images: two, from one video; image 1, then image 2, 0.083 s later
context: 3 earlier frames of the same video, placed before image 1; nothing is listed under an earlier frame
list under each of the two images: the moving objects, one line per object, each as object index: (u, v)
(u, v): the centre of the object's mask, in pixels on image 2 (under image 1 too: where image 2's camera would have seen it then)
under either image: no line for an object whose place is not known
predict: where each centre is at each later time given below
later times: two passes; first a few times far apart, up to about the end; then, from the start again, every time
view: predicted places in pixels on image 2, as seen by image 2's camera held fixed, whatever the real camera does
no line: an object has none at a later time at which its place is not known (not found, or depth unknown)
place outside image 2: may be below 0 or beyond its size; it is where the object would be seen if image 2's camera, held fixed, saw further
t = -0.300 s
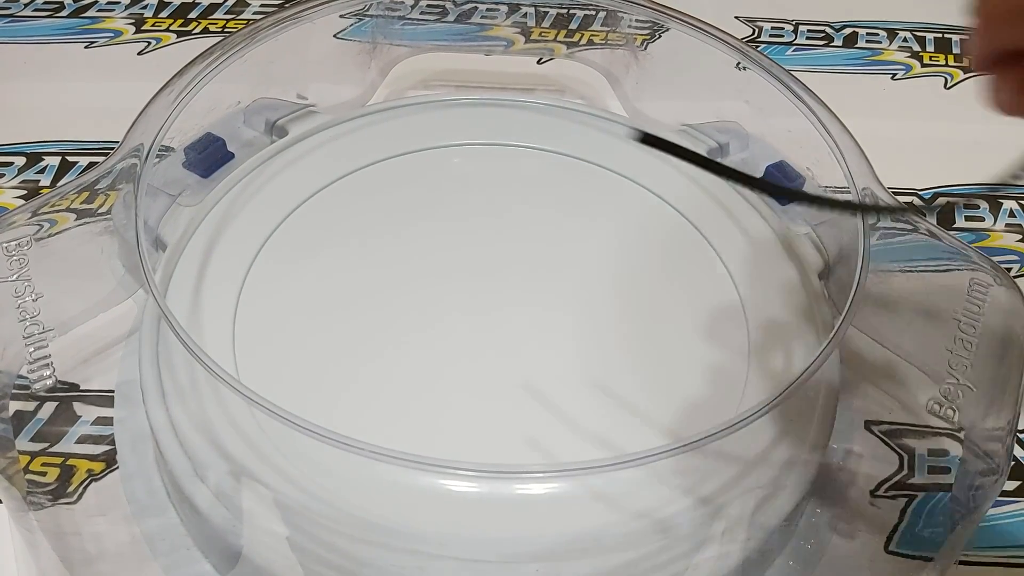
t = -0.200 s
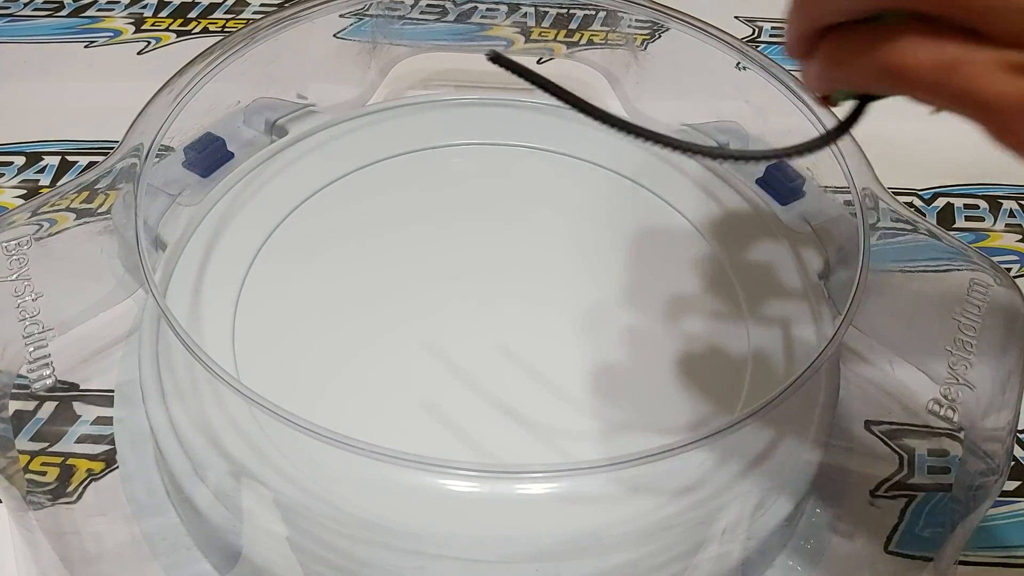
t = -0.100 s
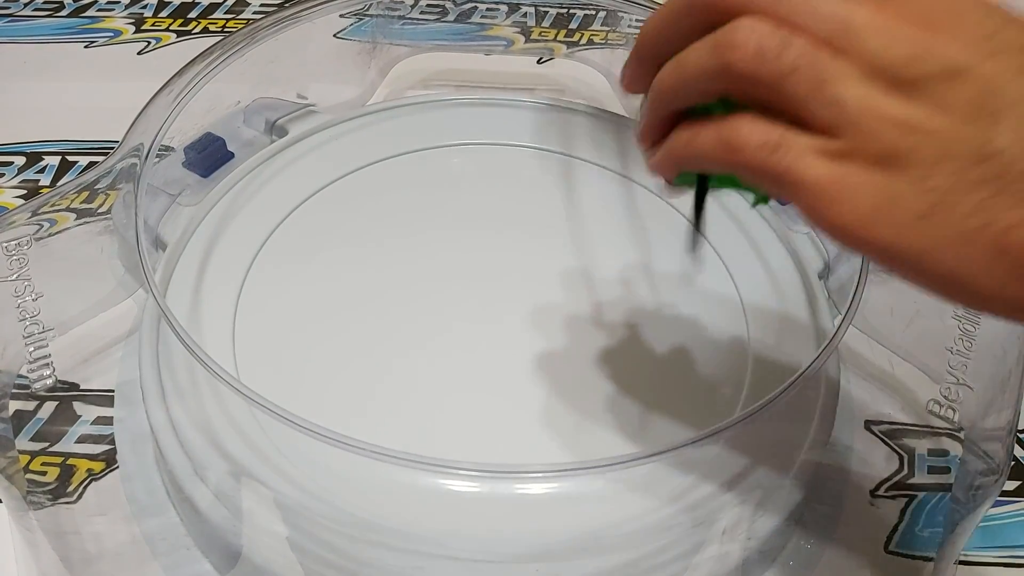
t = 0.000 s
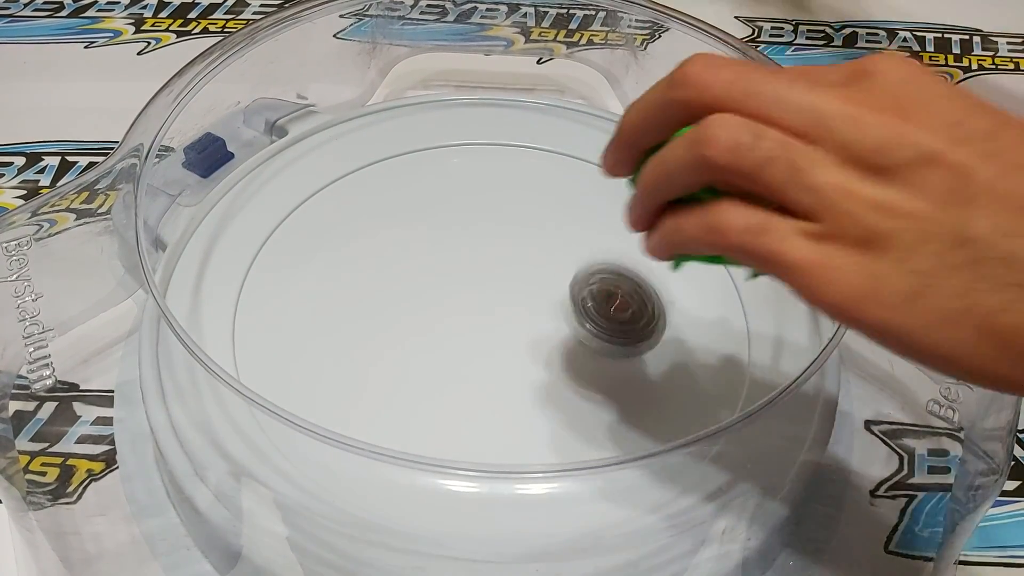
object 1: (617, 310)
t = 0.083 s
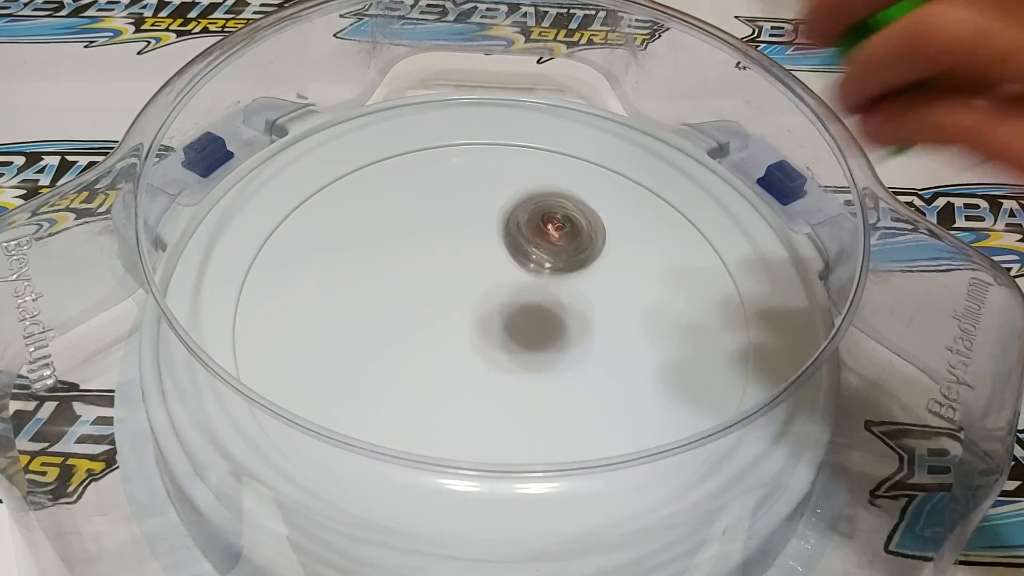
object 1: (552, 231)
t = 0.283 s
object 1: (395, 207)
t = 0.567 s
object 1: (444, 275)
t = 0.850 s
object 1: (660, 275)
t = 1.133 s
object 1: (568, 223)
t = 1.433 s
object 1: (398, 260)
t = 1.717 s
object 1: (555, 416)
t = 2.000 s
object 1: (680, 286)
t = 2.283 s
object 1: (437, 149)
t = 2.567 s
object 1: (249, 329)
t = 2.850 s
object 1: (683, 436)
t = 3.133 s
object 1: (523, 124)
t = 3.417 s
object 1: (370, 472)
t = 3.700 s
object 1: (578, 87)
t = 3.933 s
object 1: (482, 75)
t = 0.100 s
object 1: (537, 213)
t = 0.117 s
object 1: (520, 199)
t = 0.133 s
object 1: (504, 182)
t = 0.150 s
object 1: (489, 178)
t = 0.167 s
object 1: (473, 178)
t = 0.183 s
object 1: (457, 183)
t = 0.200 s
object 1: (441, 193)
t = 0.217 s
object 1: (426, 211)
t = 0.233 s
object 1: (413, 222)
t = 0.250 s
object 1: (404, 221)
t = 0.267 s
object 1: (399, 213)
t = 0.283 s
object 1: (395, 207)
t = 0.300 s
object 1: (389, 206)
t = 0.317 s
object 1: (385, 209)
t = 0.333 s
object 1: (381, 213)
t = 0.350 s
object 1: (380, 212)
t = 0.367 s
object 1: (379, 213)
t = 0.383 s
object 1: (378, 215)
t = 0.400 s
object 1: (378, 219)
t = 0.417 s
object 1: (380, 222)
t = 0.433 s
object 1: (382, 228)
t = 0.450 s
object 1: (384, 231)
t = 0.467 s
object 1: (389, 237)
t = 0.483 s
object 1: (395, 244)
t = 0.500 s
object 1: (403, 251)
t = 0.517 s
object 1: (411, 257)
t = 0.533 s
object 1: (420, 263)
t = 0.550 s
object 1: (431, 269)
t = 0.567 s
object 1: (444, 275)
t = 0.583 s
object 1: (458, 281)
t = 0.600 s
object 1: (471, 285)
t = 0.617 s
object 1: (485, 288)
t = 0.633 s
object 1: (500, 291)
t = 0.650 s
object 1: (517, 293)
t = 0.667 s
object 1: (531, 294)
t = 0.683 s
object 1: (547, 295)
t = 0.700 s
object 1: (561, 294)
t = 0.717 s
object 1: (577, 294)
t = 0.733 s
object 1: (591, 291)
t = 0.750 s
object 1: (603, 289)
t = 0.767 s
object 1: (616, 289)
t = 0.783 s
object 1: (628, 285)
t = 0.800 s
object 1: (637, 284)
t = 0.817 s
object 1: (646, 279)
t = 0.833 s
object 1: (654, 275)
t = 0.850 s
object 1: (660, 275)
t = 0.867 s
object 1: (664, 269)
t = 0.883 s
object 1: (667, 264)
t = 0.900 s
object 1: (669, 263)
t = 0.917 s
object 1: (670, 260)
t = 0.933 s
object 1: (669, 255)
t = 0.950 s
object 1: (666, 253)
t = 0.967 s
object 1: (663, 253)
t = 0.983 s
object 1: (658, 248)
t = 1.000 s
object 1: (652, 246)
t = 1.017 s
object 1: (645, 243)
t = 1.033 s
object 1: (636, 239)
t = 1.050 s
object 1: (627, 239)
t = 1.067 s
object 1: (617, 235)
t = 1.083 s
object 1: (604, 241)
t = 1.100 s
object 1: (593, 230)
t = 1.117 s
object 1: (581, 226)
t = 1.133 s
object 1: (568, 223)
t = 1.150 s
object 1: (555, 220)
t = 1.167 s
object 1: (542, 216)
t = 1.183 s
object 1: (529, 213)
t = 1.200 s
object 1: (517, 209)
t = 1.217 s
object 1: (504, 207)
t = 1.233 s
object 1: (491, 206)
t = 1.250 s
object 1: (480, 205)
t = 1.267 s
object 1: (469, 205)
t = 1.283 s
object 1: (458, 206)
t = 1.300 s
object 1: (449, 208)
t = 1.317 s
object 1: (440, 212)
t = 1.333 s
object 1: (430, 215)
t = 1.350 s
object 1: (422, 221)
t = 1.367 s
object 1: (416, 228)
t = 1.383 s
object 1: (410, 234)
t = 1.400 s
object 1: (405, 243)
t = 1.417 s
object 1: (401, 251)
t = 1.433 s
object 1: (398, 260)
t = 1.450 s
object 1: (396, 270)
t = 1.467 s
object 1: (397, 281)
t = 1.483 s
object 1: (397, 290)
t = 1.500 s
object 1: (400, 301)
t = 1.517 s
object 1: (404, 311)
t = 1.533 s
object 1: (410, 323)
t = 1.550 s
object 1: (418, 337)
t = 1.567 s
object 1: (426, 345)
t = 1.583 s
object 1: (436, 357)
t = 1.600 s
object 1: (448, 367)
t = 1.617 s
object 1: (461, 377)
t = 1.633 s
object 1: (477, 387)
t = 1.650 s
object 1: (490, 395)
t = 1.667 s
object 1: (506, 400)
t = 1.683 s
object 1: (522, 413)
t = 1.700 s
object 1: (537, 417)
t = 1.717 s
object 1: (555, 416)
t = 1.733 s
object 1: (571, 415)
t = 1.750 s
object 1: (587, 417)
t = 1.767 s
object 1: (602, 412)
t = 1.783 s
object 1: (616, 408)
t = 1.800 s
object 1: (632, 406)
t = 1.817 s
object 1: (641, 404)
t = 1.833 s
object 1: (655, 395)
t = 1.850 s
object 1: (665, 389)
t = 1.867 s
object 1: (674, 380)
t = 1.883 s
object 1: (680, 369)
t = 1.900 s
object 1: (685, 361)
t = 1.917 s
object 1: (688, 346)
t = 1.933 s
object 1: (690, 335)
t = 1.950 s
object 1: (690, 323)
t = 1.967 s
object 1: (688, 311)
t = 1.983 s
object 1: (685, 299)
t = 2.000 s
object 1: (680, 286)
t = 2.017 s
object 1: (674, 273)
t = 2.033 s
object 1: (667, 261)
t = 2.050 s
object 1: (659, 248)
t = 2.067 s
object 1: (648, 237)
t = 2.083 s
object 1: (638, 222)
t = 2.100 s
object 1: (625, 214)
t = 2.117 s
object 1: (612, 201)
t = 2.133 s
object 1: (597, 192)
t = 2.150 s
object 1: (582, 182)
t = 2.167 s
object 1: (565, 175)
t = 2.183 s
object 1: (547, 168)
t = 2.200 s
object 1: (529, 162)
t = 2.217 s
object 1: (511, 156)
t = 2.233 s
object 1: (493, 153)
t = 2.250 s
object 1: (474, 151)
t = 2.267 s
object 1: (456, 149)
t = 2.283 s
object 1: (437, 149)
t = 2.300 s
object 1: (419, 150)
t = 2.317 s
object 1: (401, 152)
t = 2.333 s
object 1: (382, 156)
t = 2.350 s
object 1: (366, 159)
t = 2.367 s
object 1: (348, 165)
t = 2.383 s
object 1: (332, 174)
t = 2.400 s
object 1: (315, 182)
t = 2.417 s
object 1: (301, 192)
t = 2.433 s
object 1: (286, 202)
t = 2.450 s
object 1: (275, 215)
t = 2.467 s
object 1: (262, 227)
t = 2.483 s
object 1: (253, 243)
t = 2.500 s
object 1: (245, 259)
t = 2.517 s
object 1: (241, 276)
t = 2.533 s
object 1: (237, 296)
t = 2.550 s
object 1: (242, 314)
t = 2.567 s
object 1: (249, 329)
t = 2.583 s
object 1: (262, 349)
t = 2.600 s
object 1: (263, 375)
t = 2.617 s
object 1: (276, 398)
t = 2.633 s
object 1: (292, 418)
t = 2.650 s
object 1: (311, 435)
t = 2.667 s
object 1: (336, 459)
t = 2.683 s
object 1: (358, 468)
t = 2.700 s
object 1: (393, 482)
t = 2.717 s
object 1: (422, 493)
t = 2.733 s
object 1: (459, 499)
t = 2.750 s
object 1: (496, 500)
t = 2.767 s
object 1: (531, 499)
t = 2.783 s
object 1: (566, 494)
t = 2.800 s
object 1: (601, 484)
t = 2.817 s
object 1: (629, 471)
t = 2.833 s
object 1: (662, 453)
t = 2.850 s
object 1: (683, 436)
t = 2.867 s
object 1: (701, 416)
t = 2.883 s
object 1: (715, 385)
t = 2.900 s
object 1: (727, 369)
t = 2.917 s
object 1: (738, 342)
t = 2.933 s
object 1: (741, 319)
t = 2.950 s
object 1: (738, 296)
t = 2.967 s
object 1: (734, 270)
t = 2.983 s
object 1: (725, 247)
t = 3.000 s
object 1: (712, 228)
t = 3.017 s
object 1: (695, 207)
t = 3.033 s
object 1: (676, 188)
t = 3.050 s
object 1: (656, 173)
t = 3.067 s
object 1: (634, 158)
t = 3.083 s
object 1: (608, 146)
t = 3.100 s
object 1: (583, 137)
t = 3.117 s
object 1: (555, 130)
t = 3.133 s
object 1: (523, 124)
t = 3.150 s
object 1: (494, 122)
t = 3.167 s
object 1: (464, 121)
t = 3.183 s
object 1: (430, 125)
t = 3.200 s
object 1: (401, 129)
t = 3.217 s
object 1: (373, 137)
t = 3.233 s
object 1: (340, 152)
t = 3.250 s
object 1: (315, 166)
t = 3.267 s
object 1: (290, 186)
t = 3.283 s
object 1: (267, 214)
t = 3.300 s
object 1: (252, 238)
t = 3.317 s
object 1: (243, 267)
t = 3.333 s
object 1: (239, 310)
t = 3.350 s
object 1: (249, 336)
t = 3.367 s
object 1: (262, 377)
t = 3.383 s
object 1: (288, 418)
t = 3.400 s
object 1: (326, 449)
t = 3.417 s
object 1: (370, 472)
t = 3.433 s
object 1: (429, 493)
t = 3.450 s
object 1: (488, 502)
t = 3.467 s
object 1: (546, 497)
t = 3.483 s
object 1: (599, 486)
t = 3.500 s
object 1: (647, 461)
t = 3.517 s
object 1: (683, 431)
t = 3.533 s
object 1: (712, 397)
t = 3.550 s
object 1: (732, 362)
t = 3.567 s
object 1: (740, 330)
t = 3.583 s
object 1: (738, 290)
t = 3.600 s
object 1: (727, 257)
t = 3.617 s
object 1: (710, 218)
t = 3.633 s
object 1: (683, 184)
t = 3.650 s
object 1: (657, 158)
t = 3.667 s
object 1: (630, 136)
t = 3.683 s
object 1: (604, 112)
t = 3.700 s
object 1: (578, 87)
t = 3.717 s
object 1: (549, 67)
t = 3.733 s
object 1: (521, 55)
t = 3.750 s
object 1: (491, 45)
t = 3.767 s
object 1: (461, 40)
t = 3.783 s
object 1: (432, 39)
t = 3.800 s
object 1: (430, 51)
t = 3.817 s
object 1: (439, 62)
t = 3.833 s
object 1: (448, 62)
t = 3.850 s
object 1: (455, 71)
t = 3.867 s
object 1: (461, 77)
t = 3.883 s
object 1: (467, 72)
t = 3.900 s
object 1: (472, 72)
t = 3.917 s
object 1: (477, 75)
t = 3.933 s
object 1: (482, 75)
